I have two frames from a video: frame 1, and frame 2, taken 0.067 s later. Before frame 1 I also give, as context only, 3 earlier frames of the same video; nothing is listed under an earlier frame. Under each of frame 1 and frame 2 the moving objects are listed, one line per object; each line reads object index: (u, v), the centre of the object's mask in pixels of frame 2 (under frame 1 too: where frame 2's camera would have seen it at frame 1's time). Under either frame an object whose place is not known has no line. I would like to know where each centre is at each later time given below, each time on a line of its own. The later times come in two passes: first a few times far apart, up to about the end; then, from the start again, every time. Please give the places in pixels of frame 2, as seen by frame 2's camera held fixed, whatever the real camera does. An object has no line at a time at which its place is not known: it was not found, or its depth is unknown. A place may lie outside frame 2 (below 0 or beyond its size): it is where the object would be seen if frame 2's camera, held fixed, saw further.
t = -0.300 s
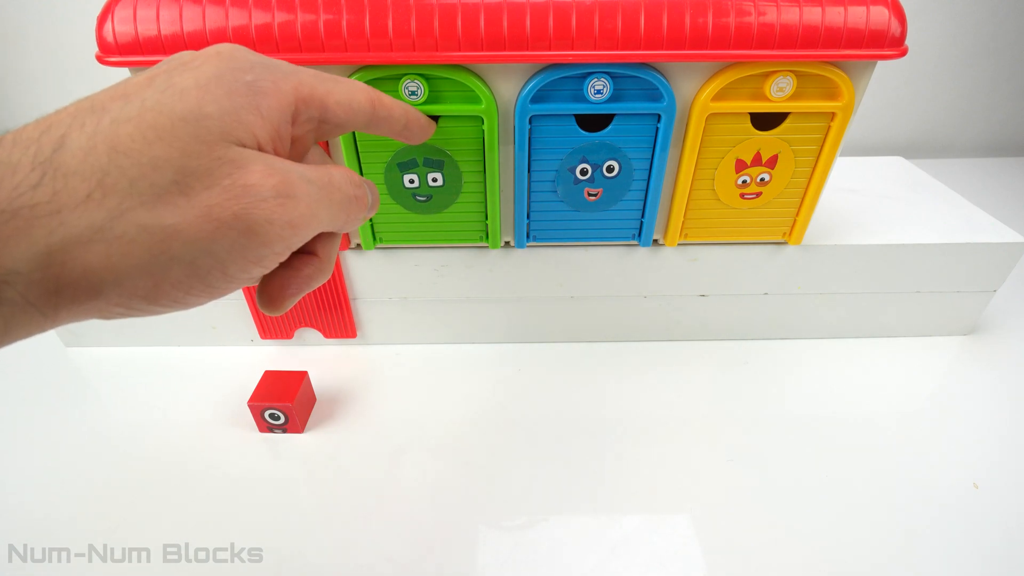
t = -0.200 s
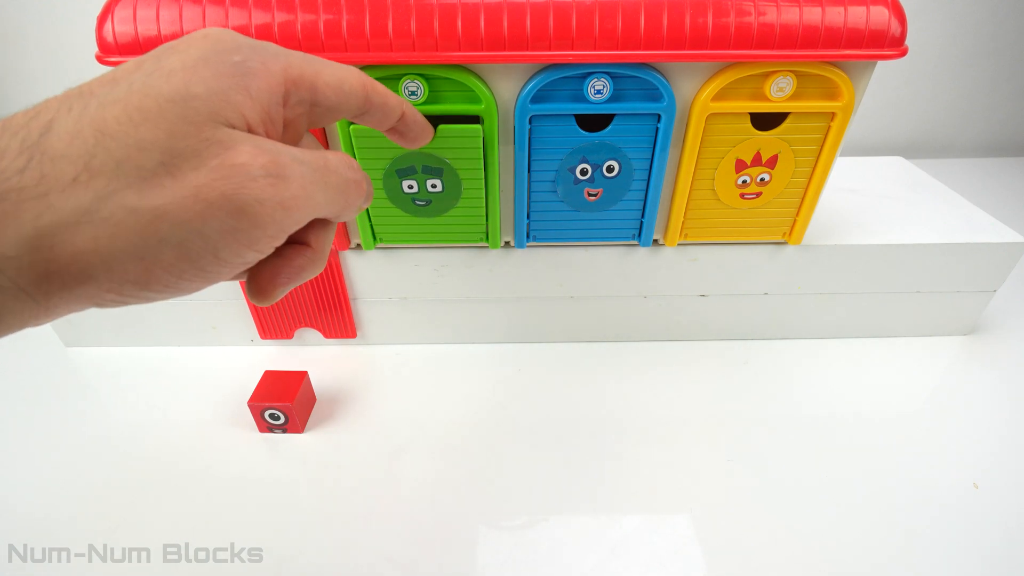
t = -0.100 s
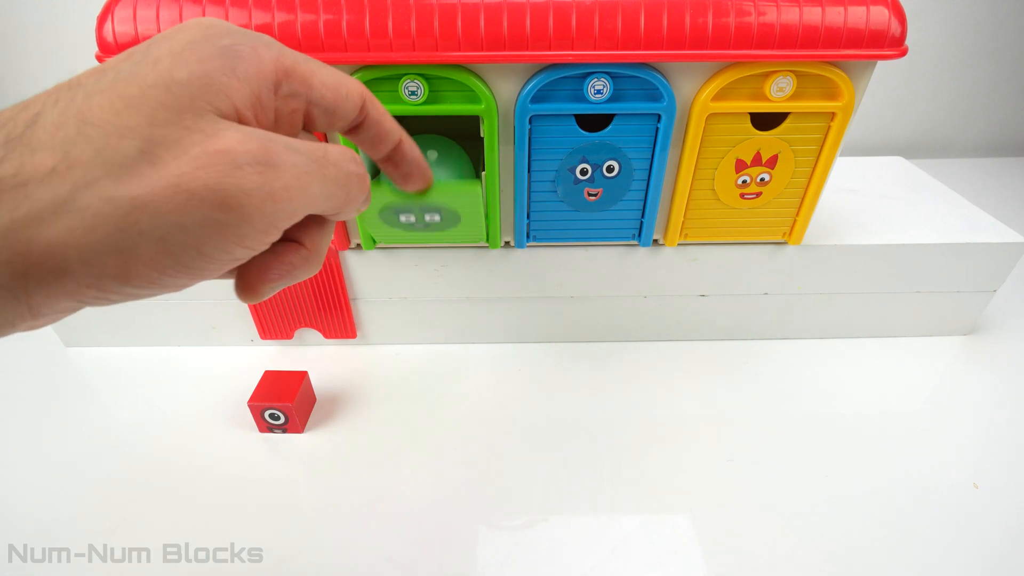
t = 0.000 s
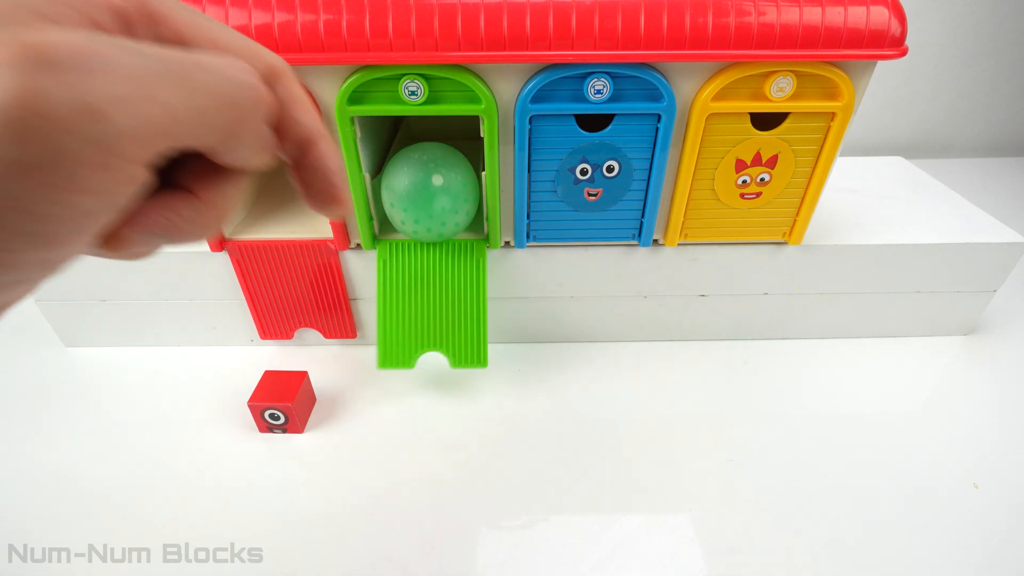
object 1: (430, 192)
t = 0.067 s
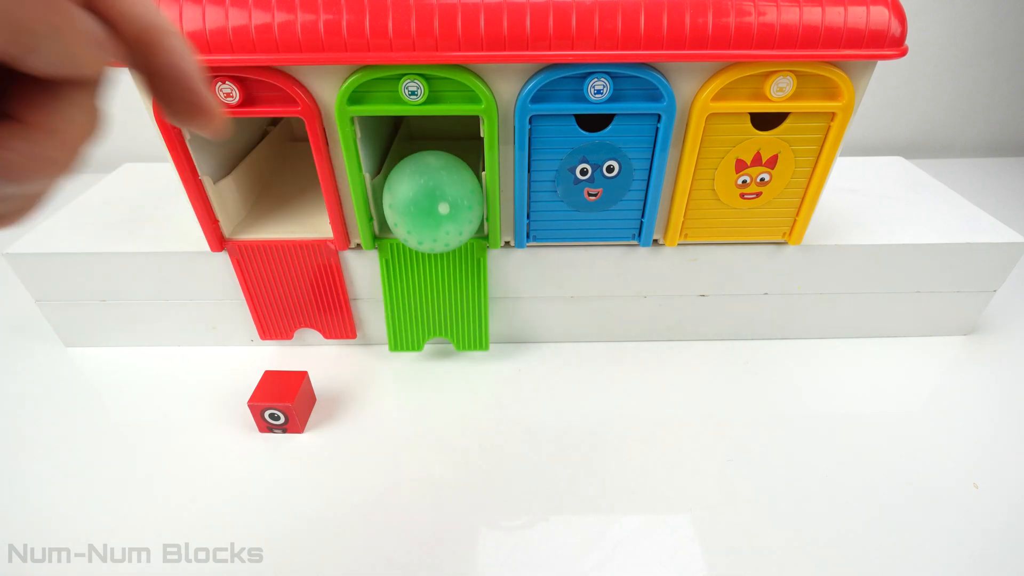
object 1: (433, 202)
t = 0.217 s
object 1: (441, 304)
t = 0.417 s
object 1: (448, 456)
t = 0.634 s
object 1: (459, 524)
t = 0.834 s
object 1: (474, 544)
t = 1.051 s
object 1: (483, 551)
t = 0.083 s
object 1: (434, 205)
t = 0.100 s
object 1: (434, 209)
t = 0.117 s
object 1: (435, 214)
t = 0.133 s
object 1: (435, 221)
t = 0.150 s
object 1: (436, 230)
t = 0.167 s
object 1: (437, 243)
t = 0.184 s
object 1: (438, 259)
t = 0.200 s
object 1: (440, 281)
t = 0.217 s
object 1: (441, 304)
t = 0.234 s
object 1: (444, 332)
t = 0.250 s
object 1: (447, 364)
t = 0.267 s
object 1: (450, 399)
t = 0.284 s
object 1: (450, 403)
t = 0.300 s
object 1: (448, 398)
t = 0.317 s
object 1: (447, 397)
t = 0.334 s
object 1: (447, 399)
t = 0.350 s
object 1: (447, 405)
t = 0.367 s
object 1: (447, 415)
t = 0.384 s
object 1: (447, 429)
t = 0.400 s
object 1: (449, 446)
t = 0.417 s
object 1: (448, 456)
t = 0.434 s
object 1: (448, 460)
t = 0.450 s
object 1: (448, 463)
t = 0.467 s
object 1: (449, 469)
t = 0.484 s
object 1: (449, 477)
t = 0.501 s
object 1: (450, 486)
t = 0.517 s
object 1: (450, 494)
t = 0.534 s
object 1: (451, 500)
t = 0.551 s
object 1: (452, 505)
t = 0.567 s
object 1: (453, 508)
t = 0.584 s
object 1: (454, 513)
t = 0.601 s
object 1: (456, 517)
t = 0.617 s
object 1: (457, 521)
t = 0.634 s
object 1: (459, 524)
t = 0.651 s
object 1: (461, 527)
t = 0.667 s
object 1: (462, 529)
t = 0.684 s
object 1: (463, 532)
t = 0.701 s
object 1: (465, 534)
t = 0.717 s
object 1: (466, 536)
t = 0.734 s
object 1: (468, 537)
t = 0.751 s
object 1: (469, 539)
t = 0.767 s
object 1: (470, 540)
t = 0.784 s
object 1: (471, 541)
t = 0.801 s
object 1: (472, 542)
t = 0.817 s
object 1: (473, 544)
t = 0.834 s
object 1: (474, 544)
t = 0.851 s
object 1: (475, 545)
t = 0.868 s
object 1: (476, 546)
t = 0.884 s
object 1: (477, 546)
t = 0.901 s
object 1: (477, 547)
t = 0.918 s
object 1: (478, 547)
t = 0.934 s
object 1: (479, 548)
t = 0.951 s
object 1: (479, 548)
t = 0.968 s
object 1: (480, 549)
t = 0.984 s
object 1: (481, 549)
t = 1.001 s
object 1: (481, 549)
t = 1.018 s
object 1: (482, 550)
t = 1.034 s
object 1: (482, 550)
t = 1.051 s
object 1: (483, 551)
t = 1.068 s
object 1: (483, 551)
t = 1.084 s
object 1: (483, 551)
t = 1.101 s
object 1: (483, 552)
